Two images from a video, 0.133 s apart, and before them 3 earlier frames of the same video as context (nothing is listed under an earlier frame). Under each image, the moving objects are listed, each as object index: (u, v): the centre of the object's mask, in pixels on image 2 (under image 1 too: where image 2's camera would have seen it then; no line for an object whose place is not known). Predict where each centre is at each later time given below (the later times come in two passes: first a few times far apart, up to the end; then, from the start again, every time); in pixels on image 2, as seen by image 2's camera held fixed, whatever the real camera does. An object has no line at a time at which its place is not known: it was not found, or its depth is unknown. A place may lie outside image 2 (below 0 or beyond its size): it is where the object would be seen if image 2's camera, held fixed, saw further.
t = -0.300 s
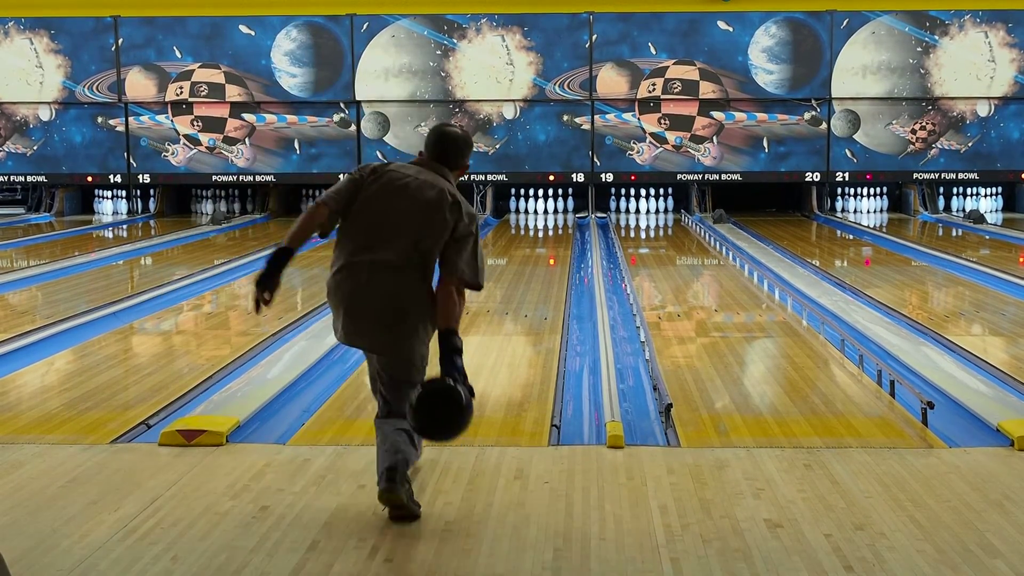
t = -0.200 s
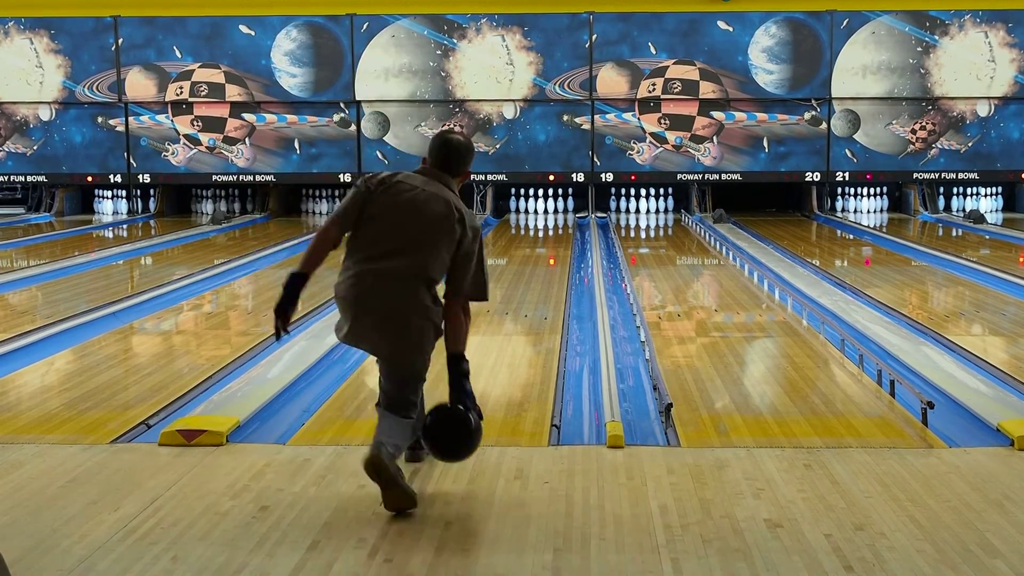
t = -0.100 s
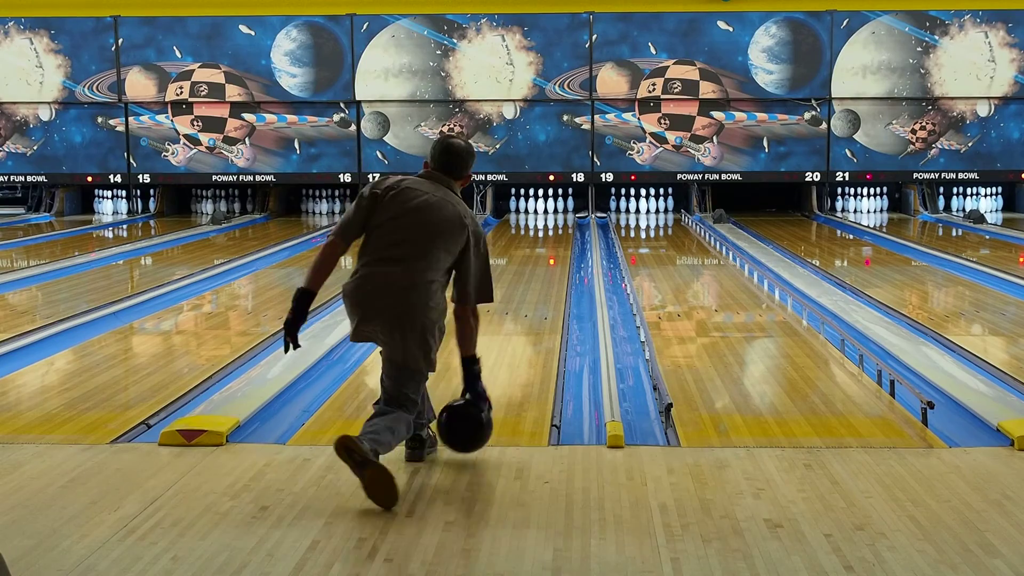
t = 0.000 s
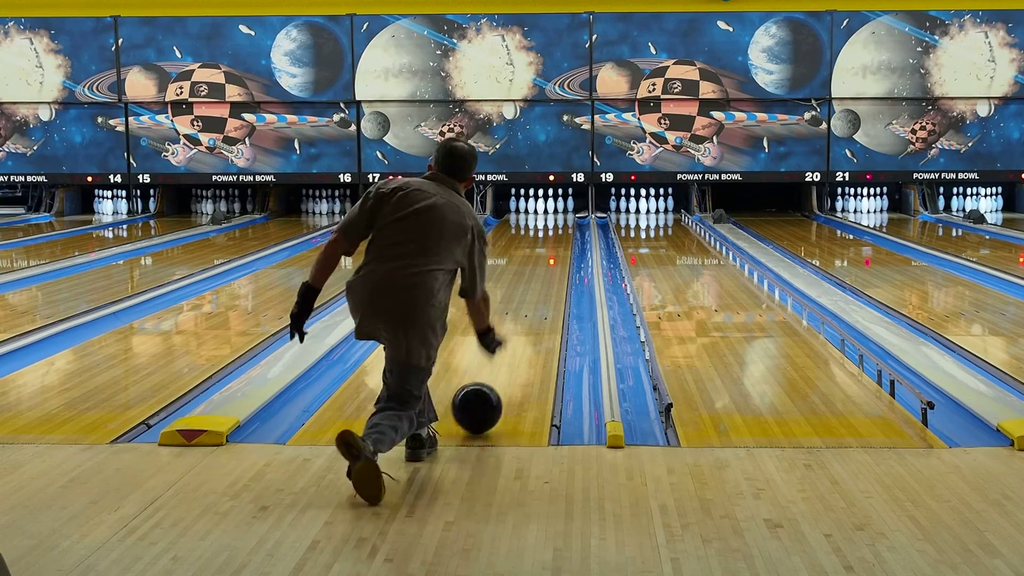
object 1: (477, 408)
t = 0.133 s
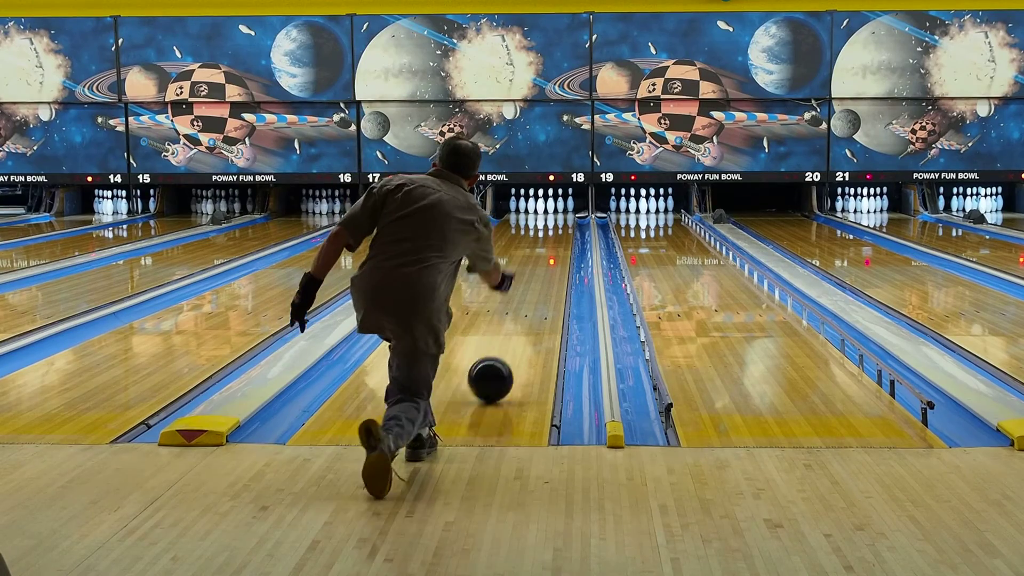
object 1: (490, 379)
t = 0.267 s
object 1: (501, 356)
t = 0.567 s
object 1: (519, 316)
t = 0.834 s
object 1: (530, 293)
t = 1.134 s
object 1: (538, 273)
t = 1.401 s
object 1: (543, 259)
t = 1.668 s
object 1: (547, 248)
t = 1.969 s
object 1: (550, 238)
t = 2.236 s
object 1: (552, 230)
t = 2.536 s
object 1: (552, 222)
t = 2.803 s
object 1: (552, 217)
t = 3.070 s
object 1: (550, 213)
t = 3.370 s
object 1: (547, 209)
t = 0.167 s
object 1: (493, 373)
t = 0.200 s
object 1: (496, 367)
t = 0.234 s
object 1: (499, 361)
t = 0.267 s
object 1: (501, 356)
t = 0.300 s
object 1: (503, 351)
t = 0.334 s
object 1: (506, 346)
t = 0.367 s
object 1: (508, 341)
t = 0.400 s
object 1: (510, 336)
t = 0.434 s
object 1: (512, 332)
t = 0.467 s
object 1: (514, 328)
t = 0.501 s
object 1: (515, 324)
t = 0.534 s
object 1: (517, 320)
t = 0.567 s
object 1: (519, 316)
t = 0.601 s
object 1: (520, 313)
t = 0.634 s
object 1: (522, 310)
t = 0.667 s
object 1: (523, 307)
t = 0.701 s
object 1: (525, 304)
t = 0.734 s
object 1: (526, 301)
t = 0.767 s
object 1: (527, 298)
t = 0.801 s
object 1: (528, 296)
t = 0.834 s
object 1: (530, 293)
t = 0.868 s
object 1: (531, 291)
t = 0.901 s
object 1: (532, 289)
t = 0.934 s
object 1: (533, 286)
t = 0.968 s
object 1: (534, 284)
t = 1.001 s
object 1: (535, 282)
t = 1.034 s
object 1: (536, 279)
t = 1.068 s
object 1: (537, 277)
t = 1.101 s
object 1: (537, 275)
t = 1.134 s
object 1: (538, 273)
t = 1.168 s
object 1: (539, 271)
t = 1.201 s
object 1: (540, 269)
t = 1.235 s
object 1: (540, 267)
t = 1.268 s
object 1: (541, 266)
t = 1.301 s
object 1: (542, 264)
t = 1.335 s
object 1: (542, 262)
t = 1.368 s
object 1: (543, 261)
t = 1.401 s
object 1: (543, 259)
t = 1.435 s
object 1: (544, 258)
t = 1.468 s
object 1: (544, 256)
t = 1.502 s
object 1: (545, 255)
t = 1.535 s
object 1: (545, 253)
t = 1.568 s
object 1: (546, 252)
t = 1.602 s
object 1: (546, 251)
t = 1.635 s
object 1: (547, 249)
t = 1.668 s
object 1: (547, 248)
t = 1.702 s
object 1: (547, 246)
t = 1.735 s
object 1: (548, 245)
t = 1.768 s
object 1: (548, 244)
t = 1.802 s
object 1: (548, 243)
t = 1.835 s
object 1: (549, 242)
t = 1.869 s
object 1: (549, 241)
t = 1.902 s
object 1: (549, 239)
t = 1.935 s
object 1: (550, 238)
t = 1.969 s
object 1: (550, 238)
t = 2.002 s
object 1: (550, 236)
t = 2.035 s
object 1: (551, 235)
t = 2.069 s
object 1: (551, 234)
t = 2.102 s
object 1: (551, 233)
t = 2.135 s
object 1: (551, 232)
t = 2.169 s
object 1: (551, 231)
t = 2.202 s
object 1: (552, 231)
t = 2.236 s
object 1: (552, 230)
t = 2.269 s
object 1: (552, 229)
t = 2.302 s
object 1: (552, 228)
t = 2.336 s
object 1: (552, 227)
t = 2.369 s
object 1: (553, 226)
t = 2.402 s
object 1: (553, 225)
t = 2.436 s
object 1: (553, 225)
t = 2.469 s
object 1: (552, 224)
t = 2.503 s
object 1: (552, 223)
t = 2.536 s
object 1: (552, 222)
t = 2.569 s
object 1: (552, 222)
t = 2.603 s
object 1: (552, 221)
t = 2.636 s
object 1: (552, 220)
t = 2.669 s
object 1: (552, 220)
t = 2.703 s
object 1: (552, 219)
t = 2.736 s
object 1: (552, 218)
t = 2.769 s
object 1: (552, 218)
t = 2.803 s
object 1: (552, 217)
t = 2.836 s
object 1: (552, 216)
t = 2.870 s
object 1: (551, 216)
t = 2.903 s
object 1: (551, 216)
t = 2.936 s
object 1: (551, 215)
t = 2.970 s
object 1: (551, 214)
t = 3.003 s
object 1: (551, 214)
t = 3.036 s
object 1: (551, 213)
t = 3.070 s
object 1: (550, 213)
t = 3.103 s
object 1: (550, 213)
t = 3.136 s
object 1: (550, 212)
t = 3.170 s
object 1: (549, 212)
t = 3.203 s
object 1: (548, 211)
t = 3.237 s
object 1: (548, 211)
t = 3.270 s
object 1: (548, 210)
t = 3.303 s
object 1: (547, 210)
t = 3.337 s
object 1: (547, 209)
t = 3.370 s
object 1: (547, 209)
